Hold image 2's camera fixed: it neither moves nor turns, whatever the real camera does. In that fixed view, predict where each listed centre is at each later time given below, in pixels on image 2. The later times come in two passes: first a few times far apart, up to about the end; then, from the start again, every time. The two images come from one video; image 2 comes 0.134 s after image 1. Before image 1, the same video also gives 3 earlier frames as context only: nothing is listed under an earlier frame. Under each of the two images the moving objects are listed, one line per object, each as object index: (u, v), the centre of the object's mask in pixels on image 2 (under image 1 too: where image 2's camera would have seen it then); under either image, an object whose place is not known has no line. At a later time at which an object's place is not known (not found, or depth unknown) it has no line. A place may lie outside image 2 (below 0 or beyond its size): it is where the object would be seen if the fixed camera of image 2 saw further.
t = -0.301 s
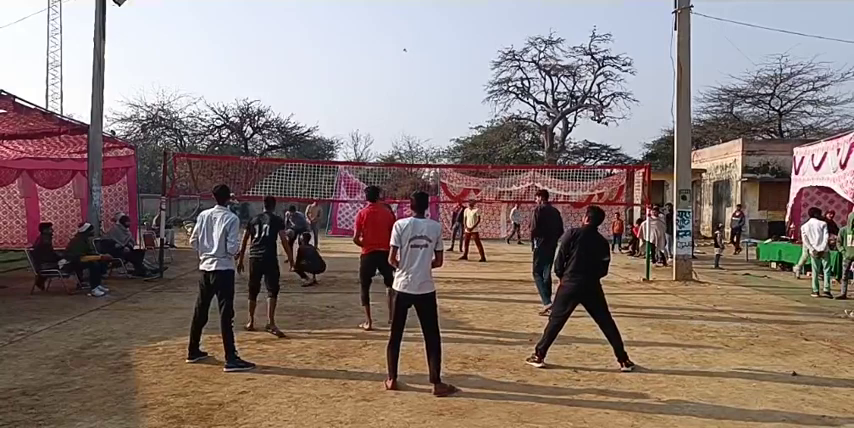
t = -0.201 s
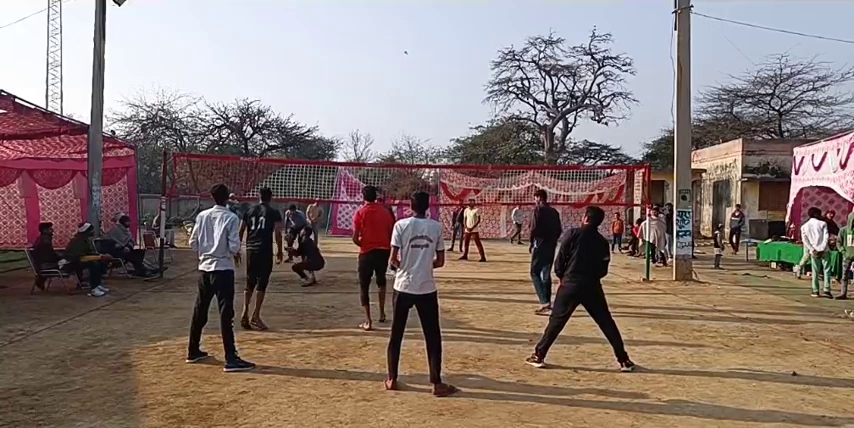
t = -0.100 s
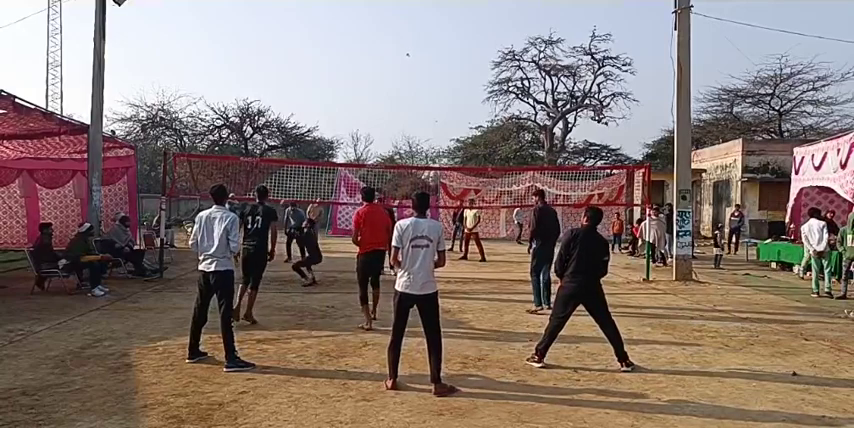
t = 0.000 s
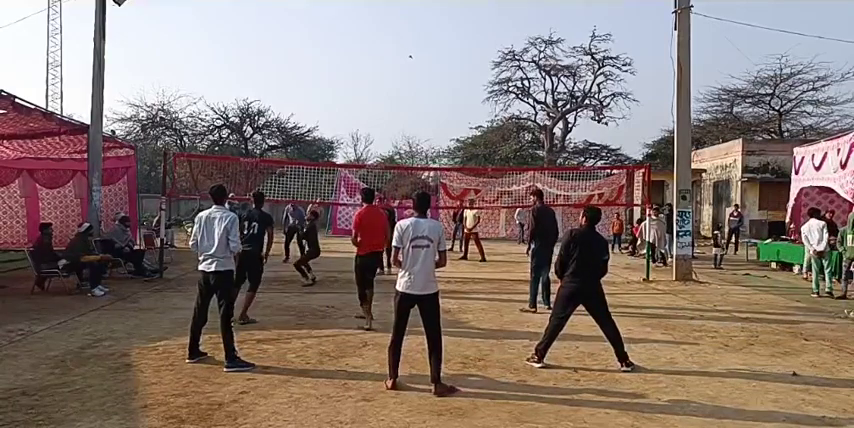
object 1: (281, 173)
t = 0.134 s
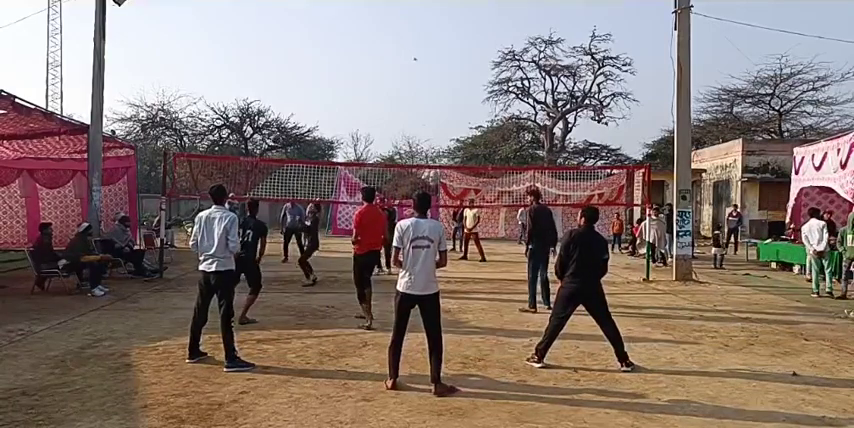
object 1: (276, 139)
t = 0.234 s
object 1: (272, 118)
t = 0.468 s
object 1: (259, 90)
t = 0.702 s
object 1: (246, 91)
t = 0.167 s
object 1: (275, 132)
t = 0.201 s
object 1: (273, 123)
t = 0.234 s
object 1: (272, 118)
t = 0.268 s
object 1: (270, 113)
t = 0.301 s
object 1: (268, 107)
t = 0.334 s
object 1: (266, 103)
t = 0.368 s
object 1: (264, 98)
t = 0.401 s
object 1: (263, 95)
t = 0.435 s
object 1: (261, 92)
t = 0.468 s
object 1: (259, 90)
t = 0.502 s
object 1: (258, 88)
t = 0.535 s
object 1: (256, 87)
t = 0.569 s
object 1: (254, 87)
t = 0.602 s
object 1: (251, 87)
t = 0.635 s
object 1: (250, 88)
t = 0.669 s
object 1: (248, 89)
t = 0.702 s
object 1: (246, 91)
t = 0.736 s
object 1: (244, 94)
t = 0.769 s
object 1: (242, 98)
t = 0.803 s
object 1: (240, 103)
